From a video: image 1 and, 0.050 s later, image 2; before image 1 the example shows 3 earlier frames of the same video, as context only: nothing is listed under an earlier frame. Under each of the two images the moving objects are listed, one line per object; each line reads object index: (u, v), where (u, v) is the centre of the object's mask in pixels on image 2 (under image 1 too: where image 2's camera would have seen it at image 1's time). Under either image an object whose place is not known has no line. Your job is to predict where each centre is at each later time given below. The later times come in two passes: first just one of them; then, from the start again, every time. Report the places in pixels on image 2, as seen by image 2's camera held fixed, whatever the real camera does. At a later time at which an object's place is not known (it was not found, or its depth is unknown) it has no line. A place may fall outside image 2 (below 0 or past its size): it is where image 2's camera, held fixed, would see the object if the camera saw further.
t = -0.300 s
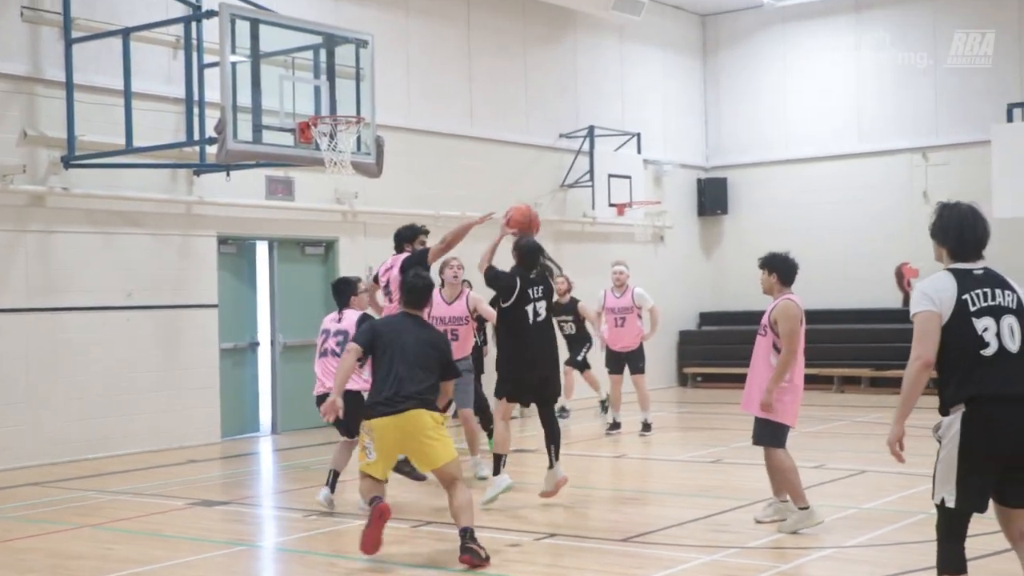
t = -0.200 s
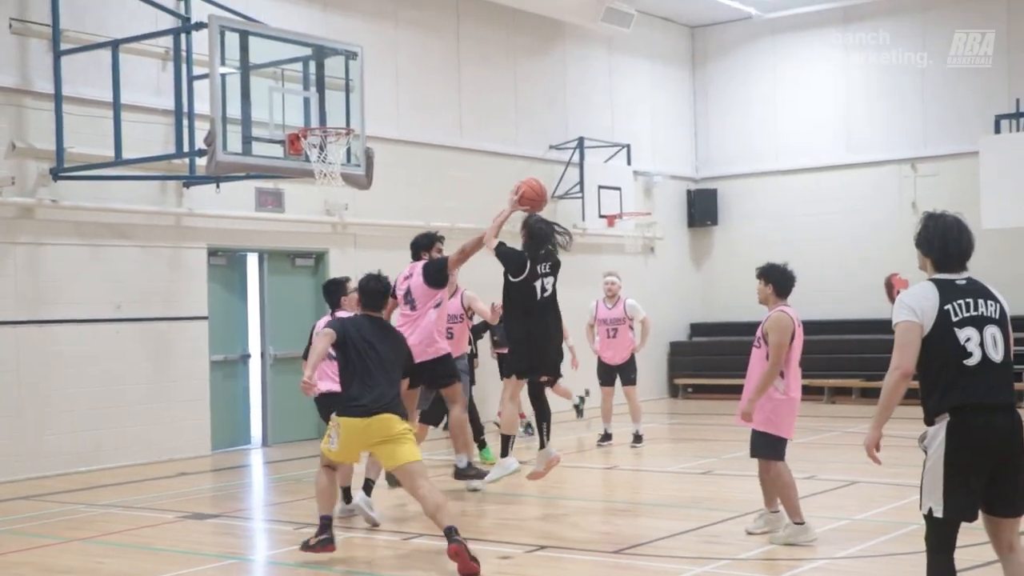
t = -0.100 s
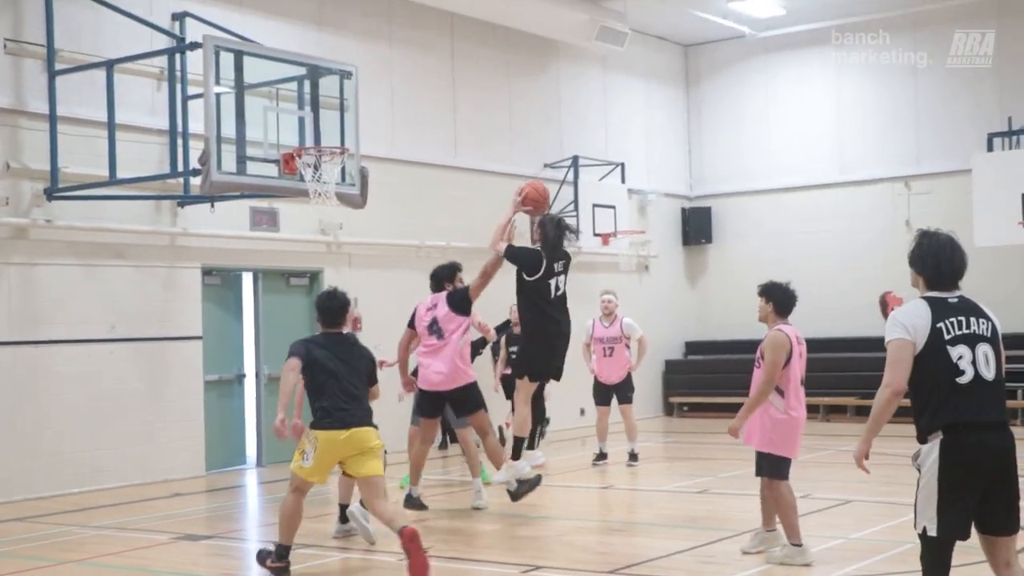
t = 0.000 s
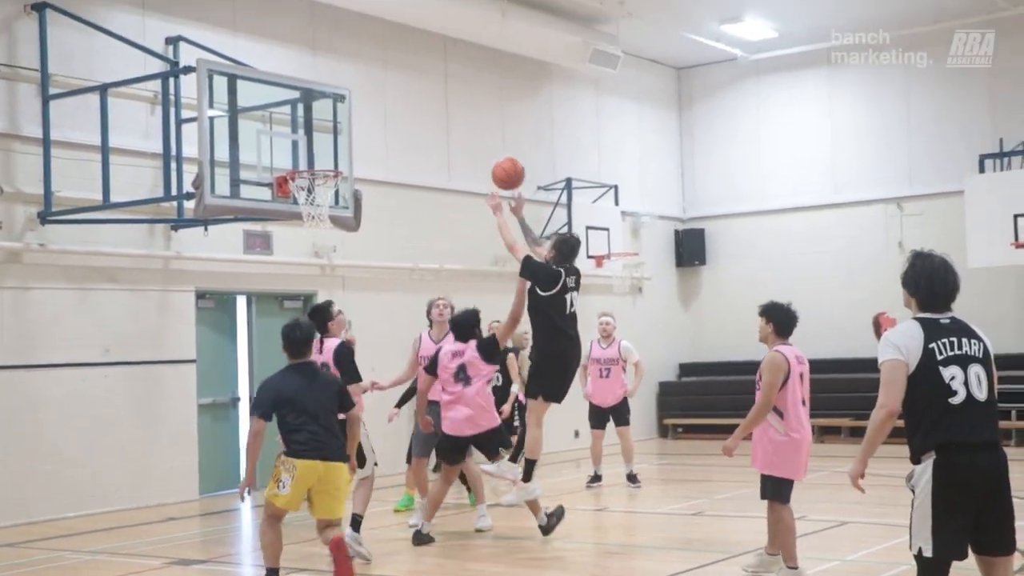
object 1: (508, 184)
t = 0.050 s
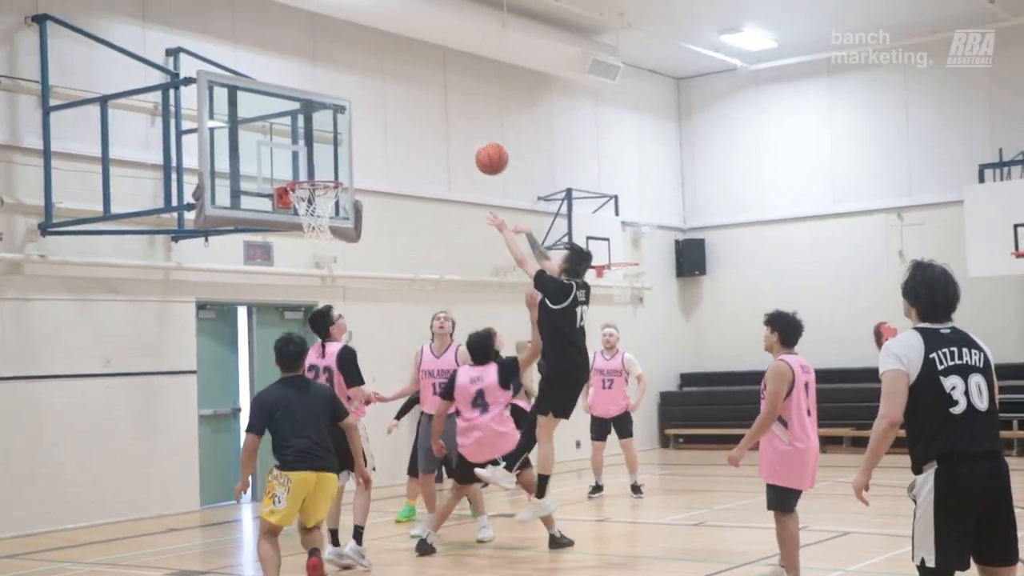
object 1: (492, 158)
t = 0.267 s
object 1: (426, 94)
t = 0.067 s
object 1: (486, 151)
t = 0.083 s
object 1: (481, 144)
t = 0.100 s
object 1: (475, 137)
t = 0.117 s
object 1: (470, 131)
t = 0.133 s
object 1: (465, 125)
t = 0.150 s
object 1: (460, 120)
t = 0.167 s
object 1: (455, 115)
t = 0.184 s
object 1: (450, 111)
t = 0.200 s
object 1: (445, 107)
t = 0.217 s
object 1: (440, 103)
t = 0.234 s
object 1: (435, 100)
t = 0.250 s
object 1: (431, 97)
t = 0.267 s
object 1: (426, 94)
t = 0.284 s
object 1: (421, 92)
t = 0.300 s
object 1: (416, 90)
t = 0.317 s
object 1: (412, 89)
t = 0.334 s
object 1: (407, 88)
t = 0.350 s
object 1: (403, 87)
